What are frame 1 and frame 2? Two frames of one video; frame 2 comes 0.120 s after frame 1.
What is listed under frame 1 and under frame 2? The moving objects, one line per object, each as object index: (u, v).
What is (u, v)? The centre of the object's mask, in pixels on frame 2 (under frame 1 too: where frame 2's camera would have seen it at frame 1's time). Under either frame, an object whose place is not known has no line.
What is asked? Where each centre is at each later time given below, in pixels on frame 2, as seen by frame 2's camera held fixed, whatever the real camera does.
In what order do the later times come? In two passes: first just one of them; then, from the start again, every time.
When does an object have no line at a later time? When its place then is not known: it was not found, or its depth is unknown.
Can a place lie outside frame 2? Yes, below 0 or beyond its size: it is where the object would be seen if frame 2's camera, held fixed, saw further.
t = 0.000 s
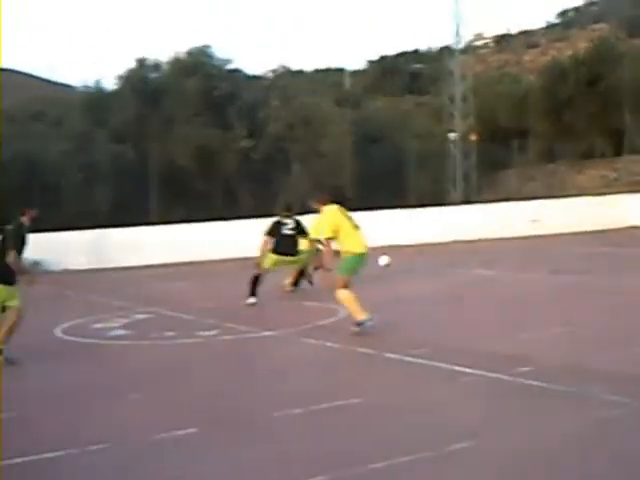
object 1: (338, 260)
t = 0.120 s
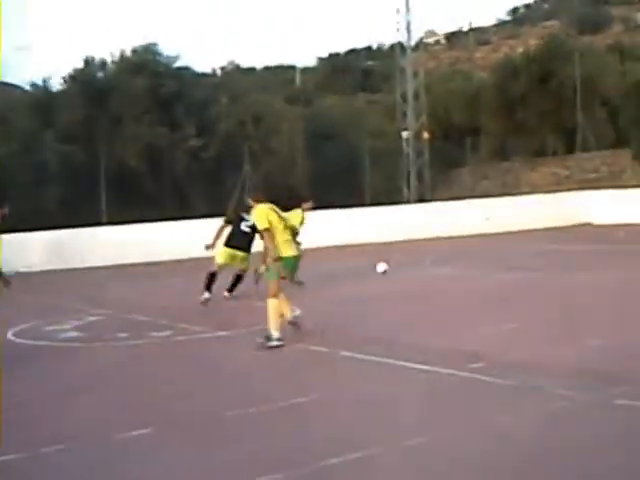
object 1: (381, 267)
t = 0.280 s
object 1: (425, 265)
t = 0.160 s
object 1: (398, 273)
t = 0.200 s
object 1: (410, 269)
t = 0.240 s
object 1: (418, 266)
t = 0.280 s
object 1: (425, 265)
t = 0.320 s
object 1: (433, 263)
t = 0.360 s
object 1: (441, 262)
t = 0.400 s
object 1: (453, 262)
